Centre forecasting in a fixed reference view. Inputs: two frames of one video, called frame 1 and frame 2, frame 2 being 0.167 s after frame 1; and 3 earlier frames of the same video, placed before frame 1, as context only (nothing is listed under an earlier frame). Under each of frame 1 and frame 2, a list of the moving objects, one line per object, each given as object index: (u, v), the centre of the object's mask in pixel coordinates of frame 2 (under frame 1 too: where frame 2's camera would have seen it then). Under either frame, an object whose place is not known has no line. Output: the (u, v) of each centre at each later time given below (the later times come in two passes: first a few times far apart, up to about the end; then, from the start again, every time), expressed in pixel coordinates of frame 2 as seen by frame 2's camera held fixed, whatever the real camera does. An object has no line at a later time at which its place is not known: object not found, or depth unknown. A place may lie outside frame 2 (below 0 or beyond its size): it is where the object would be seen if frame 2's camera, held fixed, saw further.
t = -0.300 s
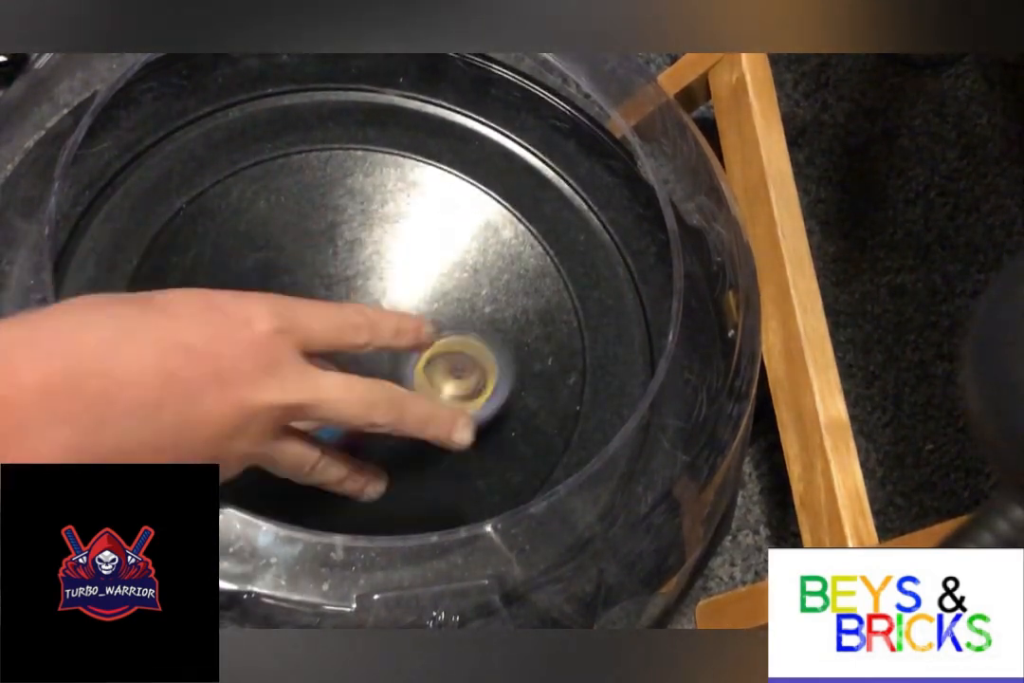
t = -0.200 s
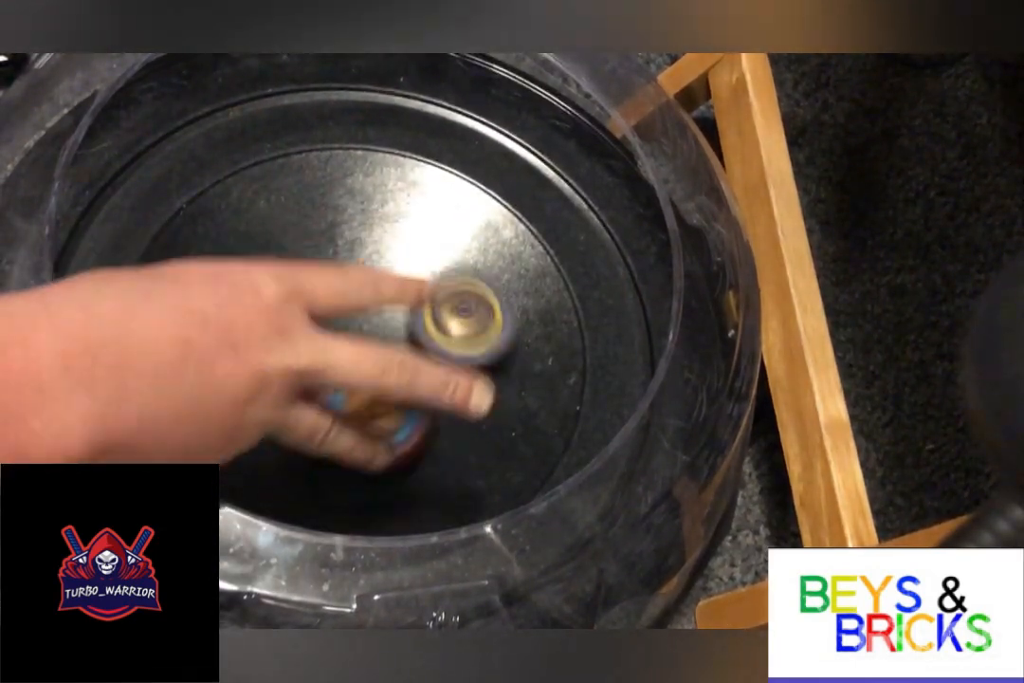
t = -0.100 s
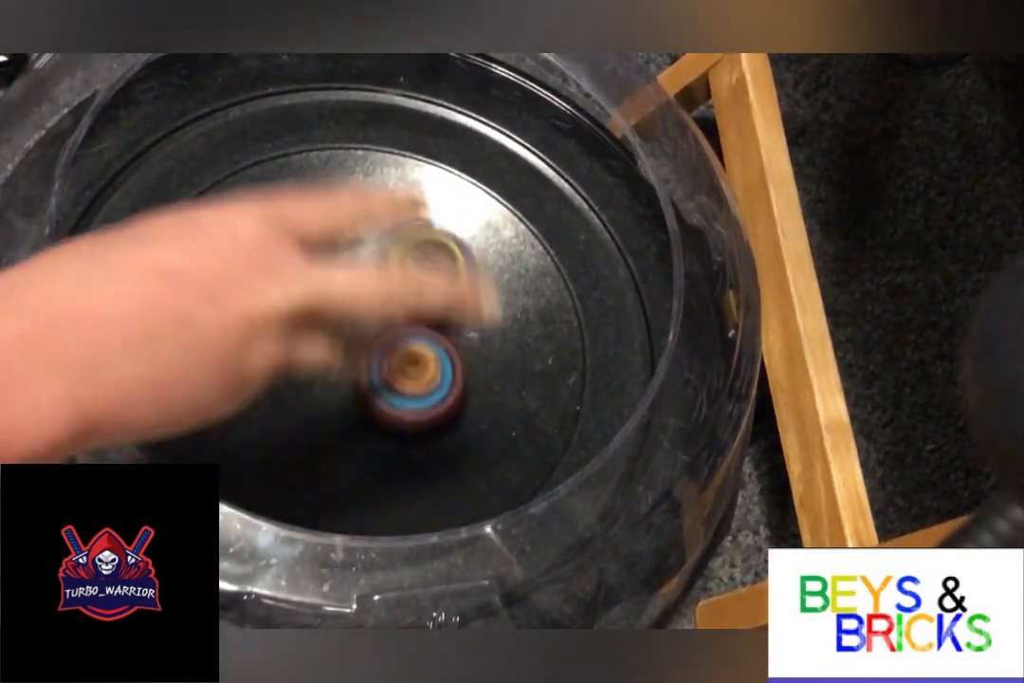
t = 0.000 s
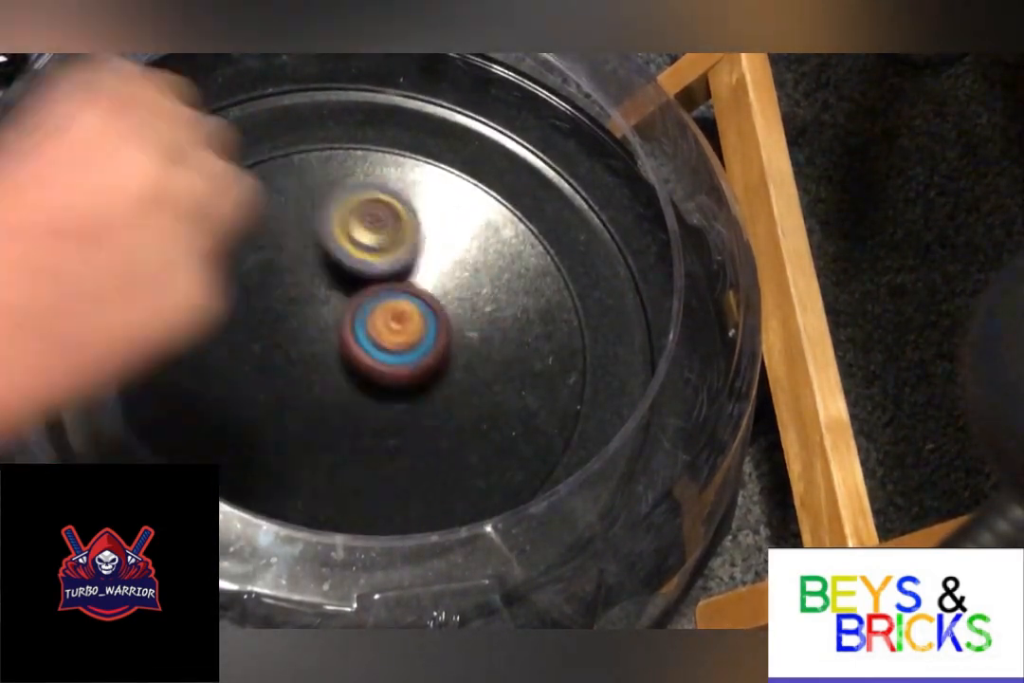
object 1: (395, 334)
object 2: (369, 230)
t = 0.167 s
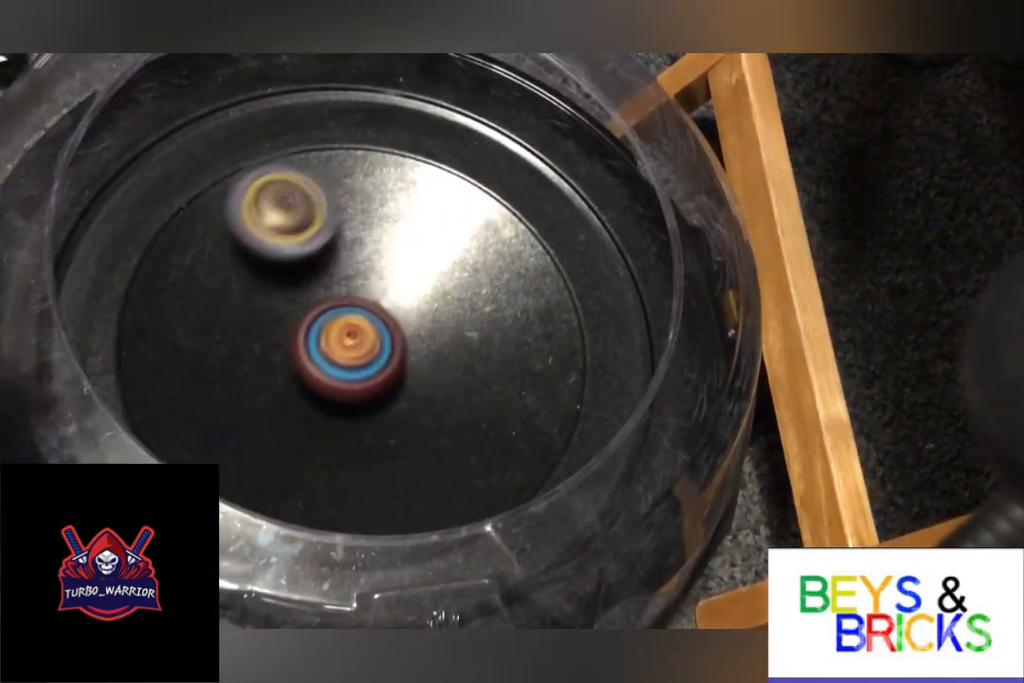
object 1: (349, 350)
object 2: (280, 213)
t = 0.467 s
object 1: (379, 370)
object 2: (256, 369)
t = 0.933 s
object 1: (626, 284)
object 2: (33, 332)
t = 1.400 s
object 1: (339, 315)
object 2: (54, 192)
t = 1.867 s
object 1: (389, 357)
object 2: (153, 100)
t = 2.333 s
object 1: (342, 370)
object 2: (307, 77)
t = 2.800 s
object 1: (352, 352)
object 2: (475, 93)
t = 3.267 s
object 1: (341, 328)
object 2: (515, 206)
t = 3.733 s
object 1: (300, 409)
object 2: (441, 279)
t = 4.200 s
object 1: (327, 439)
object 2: (391, 318)
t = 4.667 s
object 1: (238, 430)
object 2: (429, 408)
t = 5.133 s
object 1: (258, 299)
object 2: (429, 304)
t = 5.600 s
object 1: (354, 245)
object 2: (431, 331)
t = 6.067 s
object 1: (544, 268)
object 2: (421, 498)
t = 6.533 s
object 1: (460, 401)
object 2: (317, 441)
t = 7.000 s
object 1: (286, 430)
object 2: (135, 357)
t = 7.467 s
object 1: (330, 366)
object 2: (211, 225)
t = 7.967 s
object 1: (451, 322)
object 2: (334, 220)
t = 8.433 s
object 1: (439, 389)
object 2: (425, 290)
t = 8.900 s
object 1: (229, 330)
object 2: (377, 305)
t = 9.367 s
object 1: (399, 285)
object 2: (436, 379)
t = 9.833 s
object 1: (473, 379)
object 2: (351, 407)
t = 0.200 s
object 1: (345, 353)
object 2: (268, 221)
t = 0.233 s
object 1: (344, 356)
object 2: (256, 238)
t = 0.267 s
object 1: (344, 357)
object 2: (248, 256)
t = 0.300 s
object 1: (344, 357)
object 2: (243, 276)
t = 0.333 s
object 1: (347, 357)
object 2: (242, 297)
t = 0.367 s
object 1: (354, 359)
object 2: (239, 314)
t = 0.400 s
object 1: (365, 364)
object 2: (239, 331)
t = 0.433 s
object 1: (374, 367)
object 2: (245, 351)
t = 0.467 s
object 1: (379, 370)
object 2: (256, 369)
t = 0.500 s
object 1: (419, 372)
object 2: (224, 376)
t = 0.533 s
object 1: (488, 370)
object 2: (164, 372)
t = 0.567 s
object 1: (548, 364)
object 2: (112, 370)
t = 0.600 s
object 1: (595, 356)
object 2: (61, 377)
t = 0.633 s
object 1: (640, 347)
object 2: (48, 365)
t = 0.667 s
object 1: (666, 336)
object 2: (48, 364)
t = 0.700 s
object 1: (676, 327)
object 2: (47, 365)
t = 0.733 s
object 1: (684, 321)
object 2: (47, 362)
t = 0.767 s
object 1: (683, 312)
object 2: (45, 360)
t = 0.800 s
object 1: (673, 306)
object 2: (43, 357)
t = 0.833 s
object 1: (666, 299)
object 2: (39, 352)
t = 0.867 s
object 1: (657, 292)
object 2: (34, 345)
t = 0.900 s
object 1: (646, 288)
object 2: (29, 336)
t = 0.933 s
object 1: (626, 284)
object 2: (33, 332)
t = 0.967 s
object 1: (613, 279)
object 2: (37, 320)
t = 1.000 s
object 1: (599, 276)
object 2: (40, 313)
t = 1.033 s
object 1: (586, 274)
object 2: (40, 302)
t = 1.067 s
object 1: (576, 272)
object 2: (40, 292)
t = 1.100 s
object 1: (561, 273)
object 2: (38, 277)
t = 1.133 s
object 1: (543, 272)
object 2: (37, 264)
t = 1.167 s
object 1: (520, 273)
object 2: (36, 256)
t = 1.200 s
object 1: (495, 275)
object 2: (37, 242)
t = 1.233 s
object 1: (469, 277)
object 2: (41, 236)
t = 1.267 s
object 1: (441, 281)
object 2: (44, 227)
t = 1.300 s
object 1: (410, 284)
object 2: (46, 217)
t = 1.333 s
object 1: (380, 291)
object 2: (49, 208)
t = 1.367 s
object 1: (356, 305)
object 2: (51, 201)
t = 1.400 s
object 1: (339, 315)
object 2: (54, 192)
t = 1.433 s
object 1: (325, 327)
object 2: (56, 180)
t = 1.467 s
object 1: (317, 341)
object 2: (60, 171)
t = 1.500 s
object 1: (315, 354)
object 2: (65, 162)
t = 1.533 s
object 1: (317, 369)
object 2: (70, 154)
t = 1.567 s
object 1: (323, 383)
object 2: (77, 148)
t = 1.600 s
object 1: (334, 393)
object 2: (84, 141)
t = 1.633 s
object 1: (346, 399)
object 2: (93, 136)
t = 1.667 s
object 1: (357, 399)
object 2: (101, 128)
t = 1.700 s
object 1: (368, 395)
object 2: (108, 124)
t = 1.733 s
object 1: (375, 389)
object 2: (117, 118)
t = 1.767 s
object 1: (382, 381)
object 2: (126, 113)
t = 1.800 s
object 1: (387, 372)
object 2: (133, 106)
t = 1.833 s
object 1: (388, 364)
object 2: (142, 101)
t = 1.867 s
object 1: (389, 357)
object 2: (153, 100)
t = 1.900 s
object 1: (389, 352)
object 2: (164, 98)
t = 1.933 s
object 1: (387, 350)
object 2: (172, 95)
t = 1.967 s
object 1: (383, 349)
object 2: (181, 92)
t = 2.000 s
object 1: (380, 350)
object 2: (190, 89)
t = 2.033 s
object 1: (376, 353)
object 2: (201, 86)
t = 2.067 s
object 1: (370, 357)
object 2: (212, 84)
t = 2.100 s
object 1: (366, 361)
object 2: (223, 82)
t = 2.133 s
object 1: (361, 364)
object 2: (234, 82)
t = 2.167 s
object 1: (357, 368)
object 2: (246, 80)
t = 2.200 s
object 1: (353, 371)
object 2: (258, 79)
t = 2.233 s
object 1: (349, 373)
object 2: (270, 78)
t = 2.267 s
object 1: (346, 373)
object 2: (283, 78)
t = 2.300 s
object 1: (344, 372)
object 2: (295, 77)
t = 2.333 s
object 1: (342, 370)
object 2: (307, 77)
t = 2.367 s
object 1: (340, 367)
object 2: (320, 76)
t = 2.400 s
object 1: (339, 364)
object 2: (333, 77)
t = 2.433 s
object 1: (340, 361)
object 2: (345, 76)
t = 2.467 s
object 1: (341, 357)
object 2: (358, 76)
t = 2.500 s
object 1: (342, 354)
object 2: (372, 76)
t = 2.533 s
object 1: (344, 352)
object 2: (384, 77)
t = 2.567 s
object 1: (346, 350)
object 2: (396, 78)
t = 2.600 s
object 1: (348, 349)
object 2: (408, 79)
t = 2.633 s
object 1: (350, 348)
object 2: (420, 81)
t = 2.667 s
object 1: (351, 347)
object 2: (431, 83)
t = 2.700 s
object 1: (352, 348)
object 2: (442, 85)
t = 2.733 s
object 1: (352, 349)
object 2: (453, 87)
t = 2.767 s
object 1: (352, 351)
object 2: (464, 90)
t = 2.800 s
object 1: (352, 352)
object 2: (475, 93)
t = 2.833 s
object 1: (351, 354)
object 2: (485, 96)
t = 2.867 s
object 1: (350, 356)
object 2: (493, 100)
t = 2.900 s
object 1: (348, 356)
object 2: (503, 105)
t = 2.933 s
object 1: (345, 357)
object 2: (510, 111)
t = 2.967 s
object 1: (343, 356)
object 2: (513, 117)
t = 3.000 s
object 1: (340, 354)
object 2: (513, 125)
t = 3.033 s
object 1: (337, 352)
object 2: (509, 133)
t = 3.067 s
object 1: (335, 349)
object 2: (506, 139)
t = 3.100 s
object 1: (333, 345)
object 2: (507, 149)
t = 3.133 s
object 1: (333, 341)
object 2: (509, 158)
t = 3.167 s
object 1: (333, 337)
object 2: (511, 169)
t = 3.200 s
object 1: (335, 333)
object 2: (514, 180)
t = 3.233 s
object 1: (337, 330)
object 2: (517, 194)
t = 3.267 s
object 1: (341, 328)
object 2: (515, 206)
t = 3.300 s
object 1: (344, 327)
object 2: (511, 216)
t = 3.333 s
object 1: (349, 327)
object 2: (502, 225)
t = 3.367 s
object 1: (353, 328)
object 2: (487, 240)
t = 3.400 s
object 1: (357, 330)
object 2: (473, 251)
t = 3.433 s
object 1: (360, 332)
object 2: (455, 261)
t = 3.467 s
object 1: (339, 343)
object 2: (459, 261)
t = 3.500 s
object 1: (312, 357)
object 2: (471, 254)
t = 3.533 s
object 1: (291, 368)
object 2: (477, 253)
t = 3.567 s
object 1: (277, 376)
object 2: (478, 253)
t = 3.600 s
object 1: (268, 384)
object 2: (475, 255)
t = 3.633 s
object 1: (266, 391)
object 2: (469, 259)
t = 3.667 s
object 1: (271, 397)
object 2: (462, 264)
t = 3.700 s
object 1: (284, 403)
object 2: (453, 270)
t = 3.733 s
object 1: (300, 409)
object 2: (441, 279)
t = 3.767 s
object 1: (318, 411)
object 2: (429, 288)
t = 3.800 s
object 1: (337, 410)
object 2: (418, 299)
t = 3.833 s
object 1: (350, 406)
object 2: (409, 309)
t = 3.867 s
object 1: (341, 424)
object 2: (419, 297)
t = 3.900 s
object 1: (332, 438)
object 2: (427, 286)
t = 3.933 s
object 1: (328, 446)
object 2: (431, 280)
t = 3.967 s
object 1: (327, 450)
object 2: (429, 279)
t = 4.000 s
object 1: (328, 450)
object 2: (425, 283)
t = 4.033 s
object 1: (330, 449)
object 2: (418, 289)
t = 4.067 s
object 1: (334, 445)
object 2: (408, 298)
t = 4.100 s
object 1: (336, 441)
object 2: (399, 307)
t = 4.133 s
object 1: (339, 436)
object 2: (391, 316)
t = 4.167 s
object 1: (341, 429)
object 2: (385, 328)
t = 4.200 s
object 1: (327, 439)
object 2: (391, 318)
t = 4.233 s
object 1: (301, 461)
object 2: (410, 298)
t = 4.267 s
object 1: (286, 471)
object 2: (424, 285)
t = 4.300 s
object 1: (277, 476)
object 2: (430, 277)
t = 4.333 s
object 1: (272, 479)
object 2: (428, 276)
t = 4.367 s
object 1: (266, 479)
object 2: (418, 282)
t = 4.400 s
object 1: (262, 477)
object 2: (407, 295)
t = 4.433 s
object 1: (257, 474)
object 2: (395, 313)
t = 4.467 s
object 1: (253, 470)
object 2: (390, 333)
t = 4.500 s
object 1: (250, 466)
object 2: (386, 355)
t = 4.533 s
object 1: (246, 460)
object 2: (390, 373)
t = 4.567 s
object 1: (243, 454)
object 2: (396, 387)
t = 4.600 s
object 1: (240, 446)
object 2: (404, 398)
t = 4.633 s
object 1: (237, 438)
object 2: (416, 405)
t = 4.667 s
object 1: (238, 430)
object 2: (429, 408)
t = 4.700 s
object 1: (239, 421)
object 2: (445, 409)
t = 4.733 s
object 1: (242, 412)
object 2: (460, 404)
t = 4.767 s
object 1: (247, 401)
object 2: (479, 400)
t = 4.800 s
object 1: (252, 390)
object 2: (495, 390)
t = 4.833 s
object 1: (258, 379)
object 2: (512, 375)
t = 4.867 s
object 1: (264, 369)
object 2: (523, 358)
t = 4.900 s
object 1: (272, 360)
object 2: (524, 339)
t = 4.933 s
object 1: (281, 352)
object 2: (514, 319)
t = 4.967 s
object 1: (290, 346)
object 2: (494, 302)
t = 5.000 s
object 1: (298, 340)
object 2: (468, 293)
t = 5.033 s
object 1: (308, 336)
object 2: (433, 286)
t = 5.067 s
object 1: (306, 330)
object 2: (406, 288)
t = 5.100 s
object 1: (284, 310)
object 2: (418, 291)
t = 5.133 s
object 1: (258, 299)
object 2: (429, 304)
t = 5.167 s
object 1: (243, 284)
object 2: (437, 320)
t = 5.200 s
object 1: (231, 270)
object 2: (444, 328)
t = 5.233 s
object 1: (226, 258)
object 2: (448, 337)
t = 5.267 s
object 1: (231, 248)
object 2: (451, 341)
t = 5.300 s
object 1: (240, 242)
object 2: (453, 343)
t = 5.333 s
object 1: (250, 237)
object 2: (456, 343)
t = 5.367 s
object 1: (261, 235)
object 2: (459, 342)
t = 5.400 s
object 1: (272, 234)
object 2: (462, 338)
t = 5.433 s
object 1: (284, 234)
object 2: (464, 333)
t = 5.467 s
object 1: (298, 236)
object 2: (467, 328)
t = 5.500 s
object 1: (310, 239)
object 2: (465, 323)
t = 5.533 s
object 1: (325, 242)
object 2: (458, 318)
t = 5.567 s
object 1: (341, 247)
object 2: (444, 315)
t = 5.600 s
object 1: (354, 245)
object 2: (431, 331)
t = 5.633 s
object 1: (365, 225)
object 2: (424, 370)
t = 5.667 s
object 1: (376, 210)
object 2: (420, 404)
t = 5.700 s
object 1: (389, 201)
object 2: (414, 429)
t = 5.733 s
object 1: (405, 194)
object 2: (410, 451)
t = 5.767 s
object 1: (422, 194)
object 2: (407, 469)
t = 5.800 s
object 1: (439, 198)
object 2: (407, 479)
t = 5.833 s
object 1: (455, 200)
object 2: (408, 491)
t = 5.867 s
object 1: (473, 207)
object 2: (412, 499)
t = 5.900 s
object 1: (489, 215)
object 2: (415, 504)
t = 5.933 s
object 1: (504, 223)
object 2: (419, 509)
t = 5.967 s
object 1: (517, 234)
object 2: (421, 512)
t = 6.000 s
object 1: (528, 243)
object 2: (422, 514)
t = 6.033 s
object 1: (538, 255)
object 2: (422, 514)
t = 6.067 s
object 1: (544, 268)
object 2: (421, 498)
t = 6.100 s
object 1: (551, 279)
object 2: (418, 497)
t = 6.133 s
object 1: (554, 292)
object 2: (415, 496)
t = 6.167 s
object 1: (556, 303)
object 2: (410, 493)
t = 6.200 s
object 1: (555, 314)
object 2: (405, 491)
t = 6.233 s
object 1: (553, 326)
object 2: (398, 489)
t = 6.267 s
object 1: (548, 337)
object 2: (391, 483)
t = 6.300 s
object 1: (543, 346)
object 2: (383, 479)
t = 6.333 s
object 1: (535, 356)
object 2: (376, 473)
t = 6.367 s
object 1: (528, 364)
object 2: (367, 467)
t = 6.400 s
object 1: (517, 373)
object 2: (357, 461)
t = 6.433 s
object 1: (504, 382)
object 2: (347, 456)
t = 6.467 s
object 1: (491, 388)
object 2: (337, 451)
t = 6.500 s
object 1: (475, 394)
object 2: (328, 446)
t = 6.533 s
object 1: (460, 401)
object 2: (317, 441)
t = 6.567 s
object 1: (440, 407)
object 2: (306, 435)
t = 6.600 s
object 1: (425, 411)
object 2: (294, 428)
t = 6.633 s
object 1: (405, 413)
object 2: (283, 422)
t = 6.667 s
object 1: (386, 417)
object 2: (272, 416)
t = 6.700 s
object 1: (372, 419)
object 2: (255, 407)
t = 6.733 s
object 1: (362, 425)
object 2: (233, 396)
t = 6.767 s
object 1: (354, 428)
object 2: (217, 388)
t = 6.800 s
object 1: (342, 432)
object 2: (201, 382)
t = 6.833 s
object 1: (332, 433)
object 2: (187, 378)
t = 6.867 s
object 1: (320, 434)
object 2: (173, 372)
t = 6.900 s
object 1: (309, 435)
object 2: (158, 367)
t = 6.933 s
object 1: (300, 434)
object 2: (145, 361)
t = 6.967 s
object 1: (291, 432)
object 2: (137, 358)
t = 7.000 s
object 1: (286, 430)
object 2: (135, 357)
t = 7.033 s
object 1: (284, 429)
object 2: (136, 357)
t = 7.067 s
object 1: (281, 426)
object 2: (140, 359)
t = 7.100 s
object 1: (280, 424)
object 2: (150, 360)
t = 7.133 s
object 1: (278, 420)
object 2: (162, 356)
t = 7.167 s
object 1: (279, 418)
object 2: (173, 345)
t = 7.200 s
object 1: (288, 419)
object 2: (178, 328)
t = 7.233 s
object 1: (294, 417)
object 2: (183, 315)
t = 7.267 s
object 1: (299, 413)
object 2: (186, 301)
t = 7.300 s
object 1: (302, 408)
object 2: (191, 287)
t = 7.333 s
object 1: (306, 403)
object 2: (195, 276)
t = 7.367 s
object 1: (310, 396)
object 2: (197, 262)
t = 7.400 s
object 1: (316, 389)
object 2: (203, 249)
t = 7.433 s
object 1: (322, 378)
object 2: (207, 237)
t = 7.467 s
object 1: (330, 366)
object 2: (211, 225)
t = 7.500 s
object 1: (340, 354)
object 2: (216, 215)
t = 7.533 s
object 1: (348, 340)
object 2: (223, 207)
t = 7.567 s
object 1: (355, 323)
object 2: (230, 199)
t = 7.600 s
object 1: (363, 309)
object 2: (238, 193)
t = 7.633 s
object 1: (369, 294)
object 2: (246, 188)
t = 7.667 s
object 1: (372, 280)
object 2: (256, 188)
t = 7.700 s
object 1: (375, 269)
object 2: (266, 189)
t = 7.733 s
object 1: (377, 263)
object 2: (276, 192)
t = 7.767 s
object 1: (383, 263)
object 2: (282, 192)
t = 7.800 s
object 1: (399, 278)
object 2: (289, 192)
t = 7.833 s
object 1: (414, 287)
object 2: (298, 193)
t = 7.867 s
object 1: (424, 297)
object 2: (306, 196)
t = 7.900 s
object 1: (434, 306)
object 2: (315, 201)
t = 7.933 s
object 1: (443, 314)
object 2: (322, 210)
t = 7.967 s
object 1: (451, 322)
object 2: (334, 220)
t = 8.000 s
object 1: (456, 328)
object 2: (346, 230)
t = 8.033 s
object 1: (460, 333)
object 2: (357, 239)
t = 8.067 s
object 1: (464, 336)
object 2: (370, 251)
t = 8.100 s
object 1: (465, 340)
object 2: (384, 260)
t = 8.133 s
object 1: (468, 347)
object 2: (394, 263)
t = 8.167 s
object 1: (471, 355)
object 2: (404, 266)
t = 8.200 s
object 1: (472, 363)
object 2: (413, 269)
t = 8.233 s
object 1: (472, 367)
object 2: (422, 272)
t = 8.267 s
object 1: (470, 372)
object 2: (426, 273)
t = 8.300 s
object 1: (467, 376)
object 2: (429, 274)
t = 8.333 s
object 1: (463, 380)
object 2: (430, 276)
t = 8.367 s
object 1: (457, 382)
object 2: (429, 280)
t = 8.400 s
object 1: (449, 385)
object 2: (427, 286)
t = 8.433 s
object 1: (439, 389)
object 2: (425, 290)
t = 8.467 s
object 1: (424, 396)
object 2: (422, 289)
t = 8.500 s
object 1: (408, 399)
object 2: (415, 287)
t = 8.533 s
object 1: (392, 399)
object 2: (407, 287)
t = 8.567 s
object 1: (372, 396)
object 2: (398, 290)
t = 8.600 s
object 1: (352, 394)
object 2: (386, 297)
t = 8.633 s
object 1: (330, 388)
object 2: (382, 306)
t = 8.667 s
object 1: (307, 386)
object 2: (383, 308)
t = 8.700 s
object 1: (288, 379)
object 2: (387, 305)
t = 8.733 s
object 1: (271, 371)
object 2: (389, 300)
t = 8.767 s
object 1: (257, 361)
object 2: (388, 296)
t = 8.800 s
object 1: (245, 352)
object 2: (387, 295)
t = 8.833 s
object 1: (236, 344)
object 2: (384, 296)
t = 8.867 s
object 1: (229, 335)
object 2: (381, 299)
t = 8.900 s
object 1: (229, 330)
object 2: (377, 305)
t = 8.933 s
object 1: (228, 322)
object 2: (375, 316)
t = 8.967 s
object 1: (229, 316)
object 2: (375, 325)
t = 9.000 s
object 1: (235, 313)
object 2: (376, 336)
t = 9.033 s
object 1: (243, 311)
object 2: (381, 345)
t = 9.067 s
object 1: (254, 309)
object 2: (386, 354)
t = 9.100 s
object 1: (264, 305)
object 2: (394, 358)
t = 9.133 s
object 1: (275, 303)
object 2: (406, 365)
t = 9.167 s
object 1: (291, 304)
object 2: (412, 364)
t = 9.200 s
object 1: (308, 304)
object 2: (419, 362)
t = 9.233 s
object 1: (328, 302)
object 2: (422, 359)
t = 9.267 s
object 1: (341, 297)
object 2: (427, 361)
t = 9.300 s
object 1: (359, 291)
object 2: (428, 368)
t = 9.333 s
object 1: (379, 285)
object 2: (433, 375)
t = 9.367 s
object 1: (399, 285)
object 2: (436, 379)
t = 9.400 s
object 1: (413, 287)
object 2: (442, 385)
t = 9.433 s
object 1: (430, 288)
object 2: (445, 390)
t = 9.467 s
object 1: (445, 294)
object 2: (449, 395)
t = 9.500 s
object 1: (459, 299)
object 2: (448, 396)
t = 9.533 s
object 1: (472, 304)
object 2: (446, 399)
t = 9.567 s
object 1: (482, 311)
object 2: (438, 402)
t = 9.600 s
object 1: (490, 321)
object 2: (426, 406)
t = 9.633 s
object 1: (495, 331)
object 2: (413, 409)
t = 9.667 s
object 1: (501, 339)
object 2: (404, 410)
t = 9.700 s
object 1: (500, 349)
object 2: (391, 412)
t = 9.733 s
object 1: (499, 358)
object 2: (380, 410)
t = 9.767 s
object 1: (493, 366)
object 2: (373, 414)
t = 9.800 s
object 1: (485, 372)
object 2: (360, 408)
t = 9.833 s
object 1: (473, 379)
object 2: (351, 407)
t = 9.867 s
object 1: (460, 384)
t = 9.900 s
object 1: (447, 389)
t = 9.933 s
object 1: (440, 390)
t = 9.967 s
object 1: (426, 391)
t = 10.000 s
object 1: (414, 390)
